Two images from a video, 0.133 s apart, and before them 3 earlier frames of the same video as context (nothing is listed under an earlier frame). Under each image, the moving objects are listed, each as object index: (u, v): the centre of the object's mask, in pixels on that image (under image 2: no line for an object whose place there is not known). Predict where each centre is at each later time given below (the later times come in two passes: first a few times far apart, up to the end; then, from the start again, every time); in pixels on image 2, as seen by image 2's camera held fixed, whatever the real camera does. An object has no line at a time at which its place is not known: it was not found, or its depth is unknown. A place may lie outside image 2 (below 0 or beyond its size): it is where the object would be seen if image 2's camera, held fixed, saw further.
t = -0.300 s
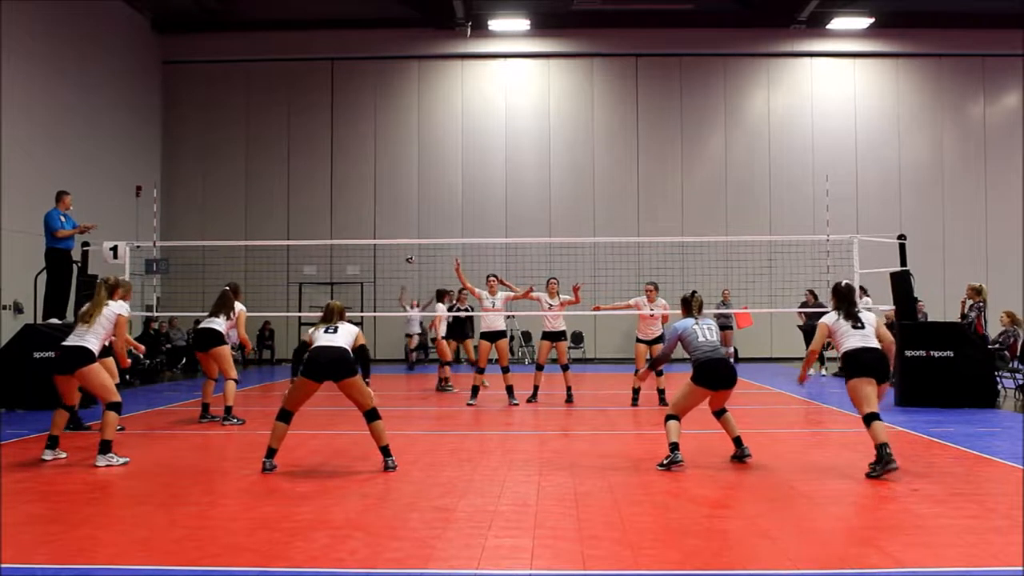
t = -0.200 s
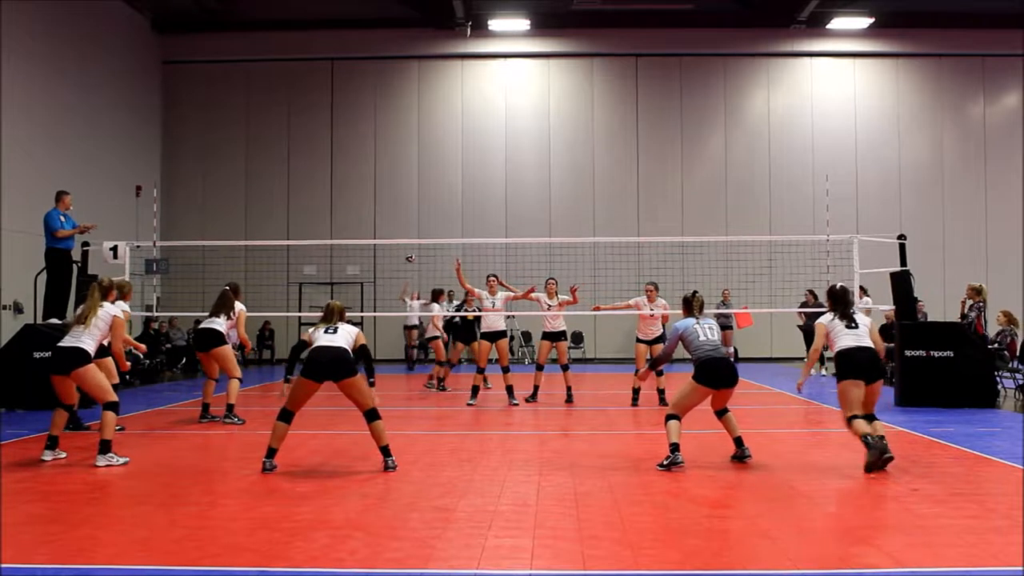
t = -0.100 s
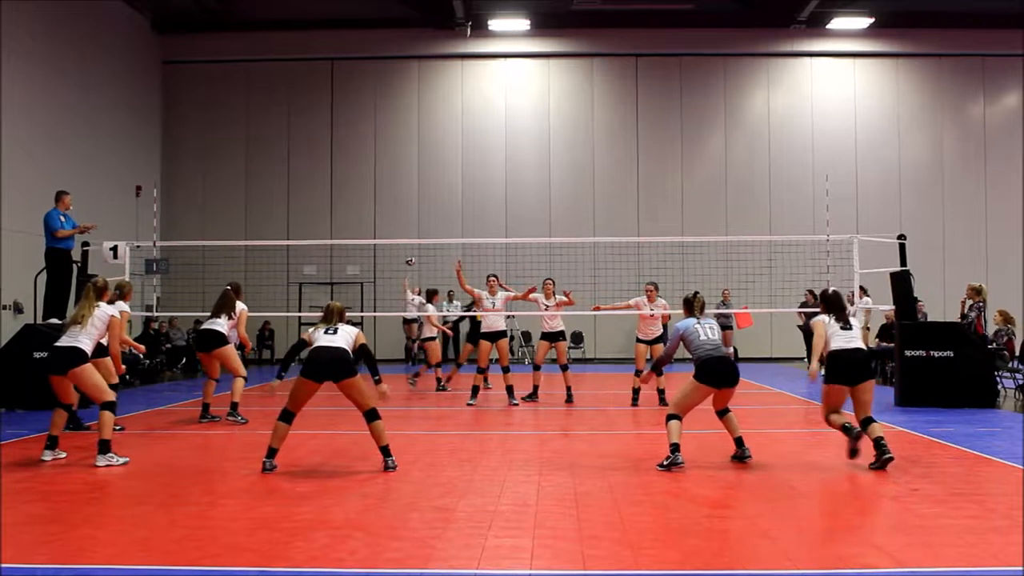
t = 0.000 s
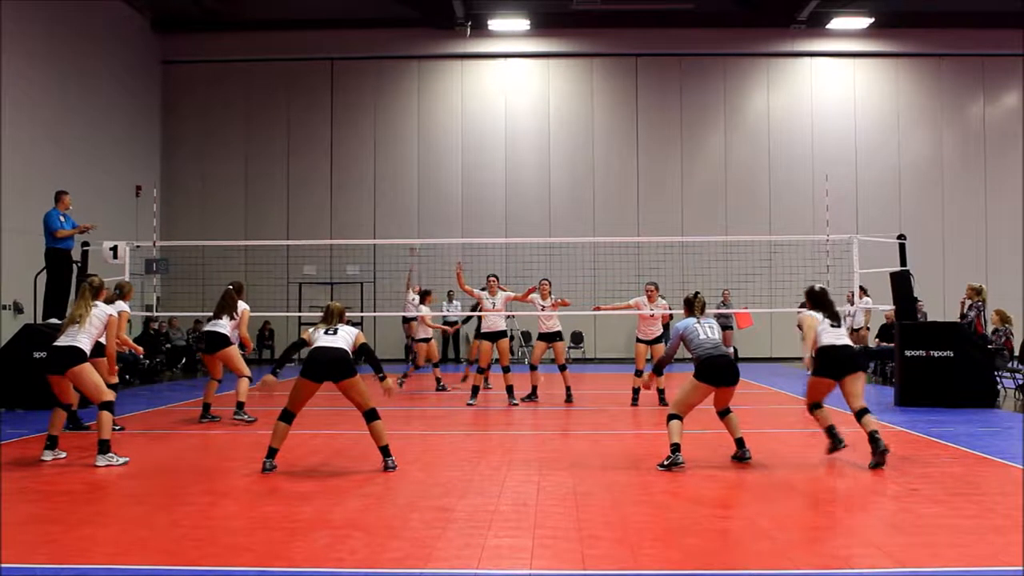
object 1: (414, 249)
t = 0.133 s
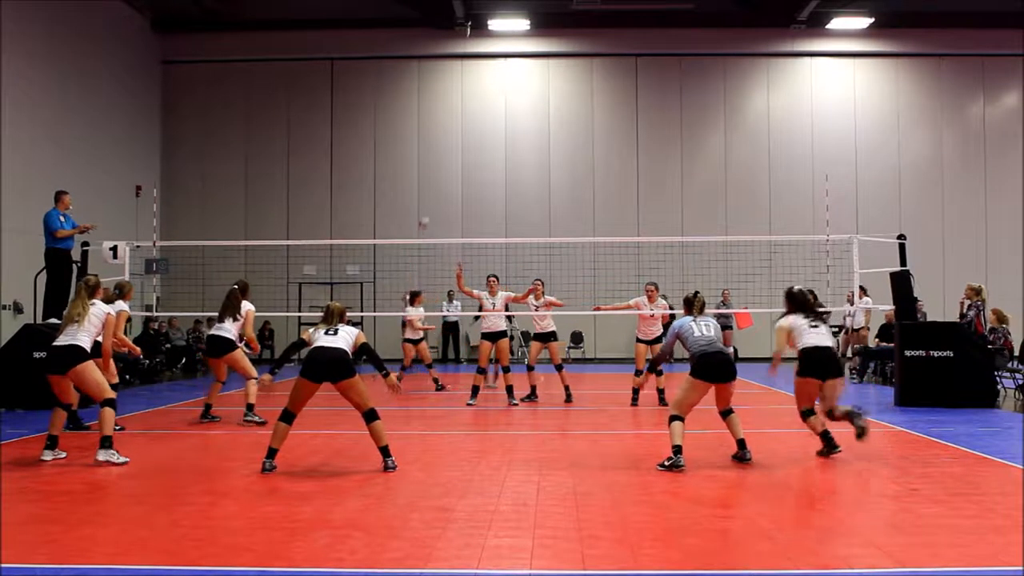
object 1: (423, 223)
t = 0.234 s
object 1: (430, 206)
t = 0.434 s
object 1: (442, 180)
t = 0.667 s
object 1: (458, 172)
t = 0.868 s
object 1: (479, 186)
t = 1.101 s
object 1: (513, 247)
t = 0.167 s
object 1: (426, 216)
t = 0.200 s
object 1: (428, 211)
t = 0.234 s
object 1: (430, 206)
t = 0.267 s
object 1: (432, 200)
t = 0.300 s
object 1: (434, 196)
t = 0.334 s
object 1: (436, 191)
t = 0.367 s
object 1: (438, 187)
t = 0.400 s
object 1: (440, 184)
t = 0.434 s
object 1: (442, 180)
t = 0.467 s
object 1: (445, 177)
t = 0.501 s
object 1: (447, 176)
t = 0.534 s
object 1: (449, 173)
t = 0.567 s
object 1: (451, 172)
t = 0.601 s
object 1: (453, 171)
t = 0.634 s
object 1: (455, 171)
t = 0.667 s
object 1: (458, 172)
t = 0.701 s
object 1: (461, 172)
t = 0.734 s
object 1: (464, 174)
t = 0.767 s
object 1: (467, 177)
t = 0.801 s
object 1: (471, 179)
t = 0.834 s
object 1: (475, 182)
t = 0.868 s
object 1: (479, 186)
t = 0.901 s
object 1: (483, 191)
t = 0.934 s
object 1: (487, 198)
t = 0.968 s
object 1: (493, 205)
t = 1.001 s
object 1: (497, 214)
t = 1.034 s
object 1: (503, 223)
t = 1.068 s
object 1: (506, 232)
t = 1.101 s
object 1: (513, 247)
